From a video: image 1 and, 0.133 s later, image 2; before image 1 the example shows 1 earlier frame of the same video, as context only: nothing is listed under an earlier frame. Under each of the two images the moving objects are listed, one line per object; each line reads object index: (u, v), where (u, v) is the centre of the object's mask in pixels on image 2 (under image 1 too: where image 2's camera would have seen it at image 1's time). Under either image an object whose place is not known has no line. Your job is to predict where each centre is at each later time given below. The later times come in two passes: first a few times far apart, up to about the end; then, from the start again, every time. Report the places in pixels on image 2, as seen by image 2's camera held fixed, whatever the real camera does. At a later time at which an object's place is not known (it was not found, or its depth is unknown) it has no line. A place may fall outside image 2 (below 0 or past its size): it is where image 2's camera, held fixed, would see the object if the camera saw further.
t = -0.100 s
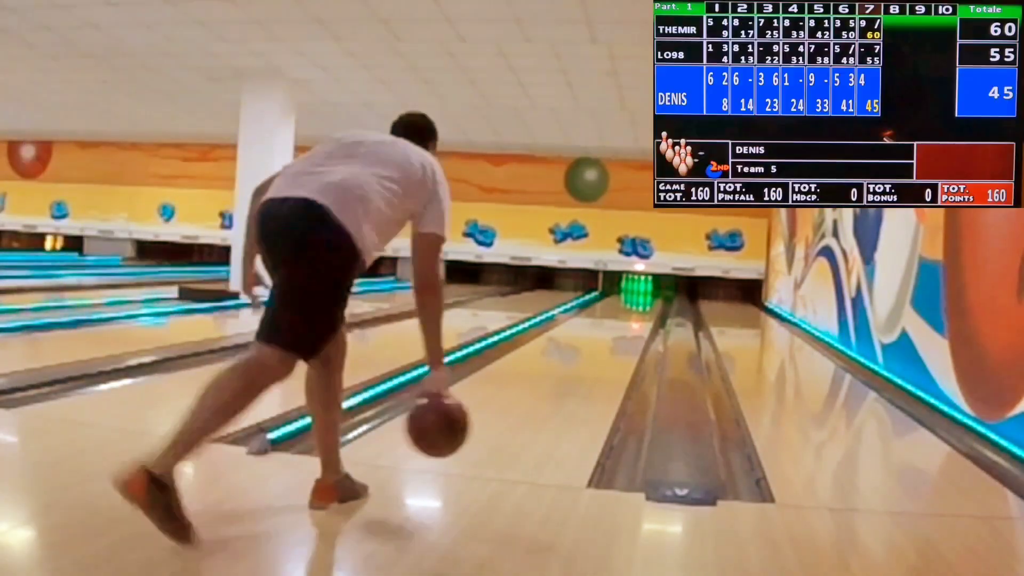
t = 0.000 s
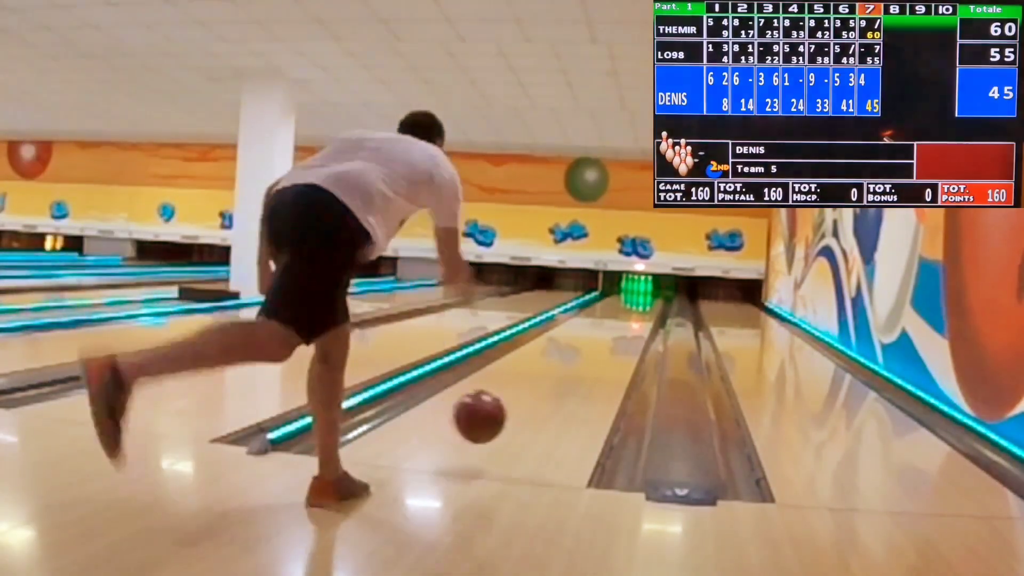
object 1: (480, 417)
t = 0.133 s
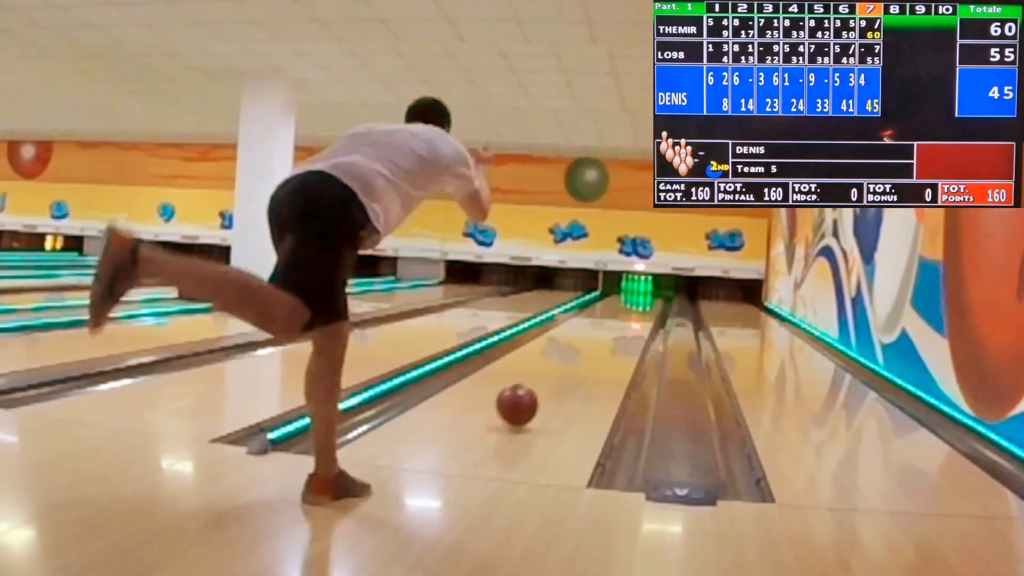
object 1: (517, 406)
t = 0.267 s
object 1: (543, 384)
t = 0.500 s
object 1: (572, 356)
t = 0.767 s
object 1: (593, 336)
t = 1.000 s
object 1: (605, 324)
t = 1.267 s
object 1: (616, 315)
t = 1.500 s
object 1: (622, 309)
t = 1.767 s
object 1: (627, 304)
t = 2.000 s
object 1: (631, 300)
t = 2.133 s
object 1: (633, 299)
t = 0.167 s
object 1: (524, 399)
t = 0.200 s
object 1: (531, 395)
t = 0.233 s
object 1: (537, 389)
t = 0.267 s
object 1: (543, 384)
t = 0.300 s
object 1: (548, 379)
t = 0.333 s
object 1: (553, 375)
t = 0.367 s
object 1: (557, 370)
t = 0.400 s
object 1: (561, 367)
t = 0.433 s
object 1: (565, 363)
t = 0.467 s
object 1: (569, 359)
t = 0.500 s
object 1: (572, 356)
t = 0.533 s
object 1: (575, 353)
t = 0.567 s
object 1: (578, 350)
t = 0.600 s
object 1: (581, 348)
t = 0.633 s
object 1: (584, 345)
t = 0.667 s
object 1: (586, 343)
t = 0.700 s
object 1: (589, 340)
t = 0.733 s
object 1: (591, 338)
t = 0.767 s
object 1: (593, 336)
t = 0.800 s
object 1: (595, 334)
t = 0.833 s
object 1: (597, 332)
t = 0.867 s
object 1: (599, 330)
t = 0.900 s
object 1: (601, 329)
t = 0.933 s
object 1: (602, 327)
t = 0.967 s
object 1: (603, 326)
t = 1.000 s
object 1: (605, 324)
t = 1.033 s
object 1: (607, 323)
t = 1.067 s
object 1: (608, 322)
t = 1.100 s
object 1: (609, 321)
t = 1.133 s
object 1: (611, 319)
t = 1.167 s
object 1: (612, 318)
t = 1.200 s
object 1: (613, 317)
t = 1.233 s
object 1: (614, 316)
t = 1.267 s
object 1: (616, 315)
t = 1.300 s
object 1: (616, 314)
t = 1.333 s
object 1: (618, 313)
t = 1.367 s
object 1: (618, 312)
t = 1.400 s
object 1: (619, 312)
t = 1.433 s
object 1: (620, 311)
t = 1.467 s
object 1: (621, 310)
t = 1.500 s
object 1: (622, 309)
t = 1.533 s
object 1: (623, 309)
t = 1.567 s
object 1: (624, 308)
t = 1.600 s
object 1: (624, 307)
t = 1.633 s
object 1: (625, 307)
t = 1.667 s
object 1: (625, 306)
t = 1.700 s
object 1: (626, 305)
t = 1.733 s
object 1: (626, 305)
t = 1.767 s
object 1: (627, 304)
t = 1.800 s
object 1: (628, 303)
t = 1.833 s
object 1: (629, 303)
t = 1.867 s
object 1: (628, 303)
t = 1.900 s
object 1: (629, 302)
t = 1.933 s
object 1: (629, 302)
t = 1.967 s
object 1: (630, 300)
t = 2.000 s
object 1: (631, 300)
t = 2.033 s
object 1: (631, 299)
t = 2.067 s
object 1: (631, 299)
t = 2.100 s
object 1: (632, 298)
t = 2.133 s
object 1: (633, 299)
